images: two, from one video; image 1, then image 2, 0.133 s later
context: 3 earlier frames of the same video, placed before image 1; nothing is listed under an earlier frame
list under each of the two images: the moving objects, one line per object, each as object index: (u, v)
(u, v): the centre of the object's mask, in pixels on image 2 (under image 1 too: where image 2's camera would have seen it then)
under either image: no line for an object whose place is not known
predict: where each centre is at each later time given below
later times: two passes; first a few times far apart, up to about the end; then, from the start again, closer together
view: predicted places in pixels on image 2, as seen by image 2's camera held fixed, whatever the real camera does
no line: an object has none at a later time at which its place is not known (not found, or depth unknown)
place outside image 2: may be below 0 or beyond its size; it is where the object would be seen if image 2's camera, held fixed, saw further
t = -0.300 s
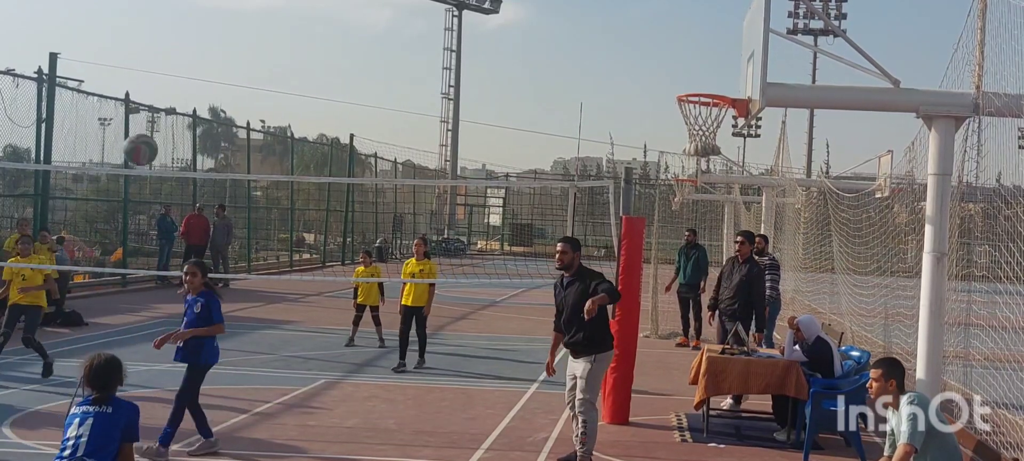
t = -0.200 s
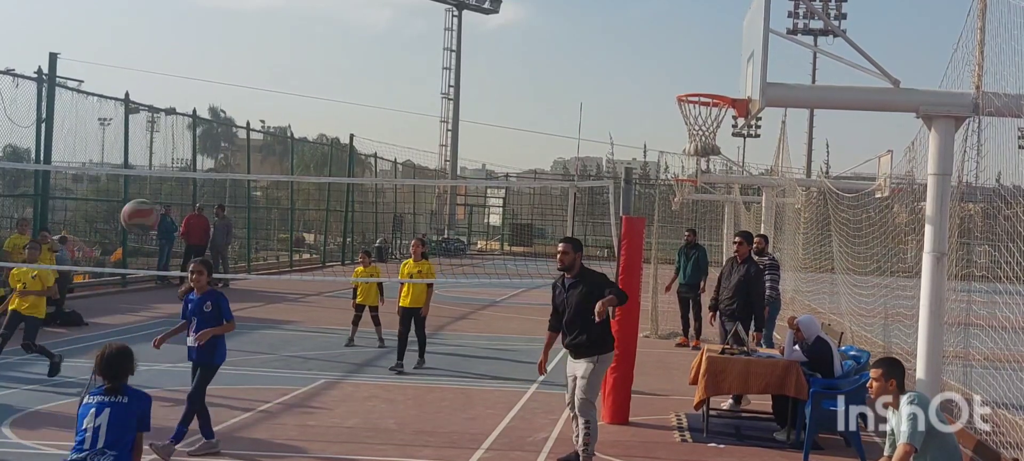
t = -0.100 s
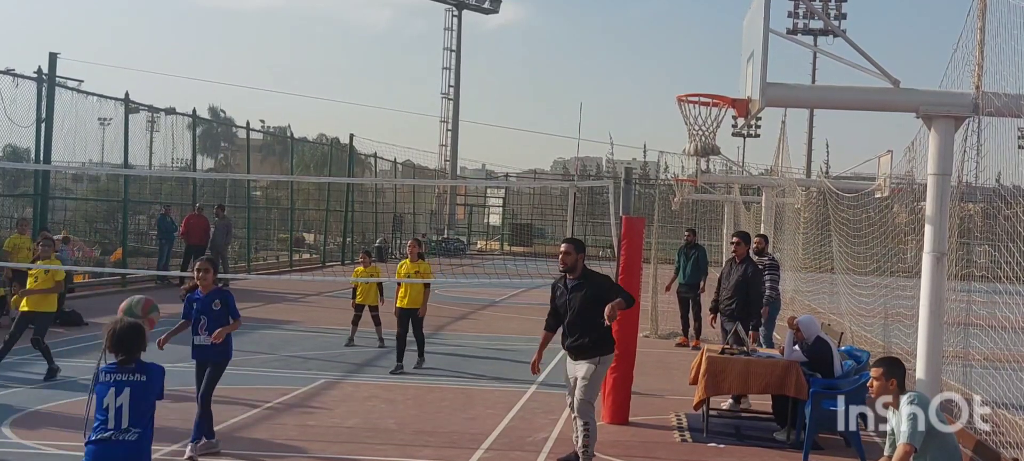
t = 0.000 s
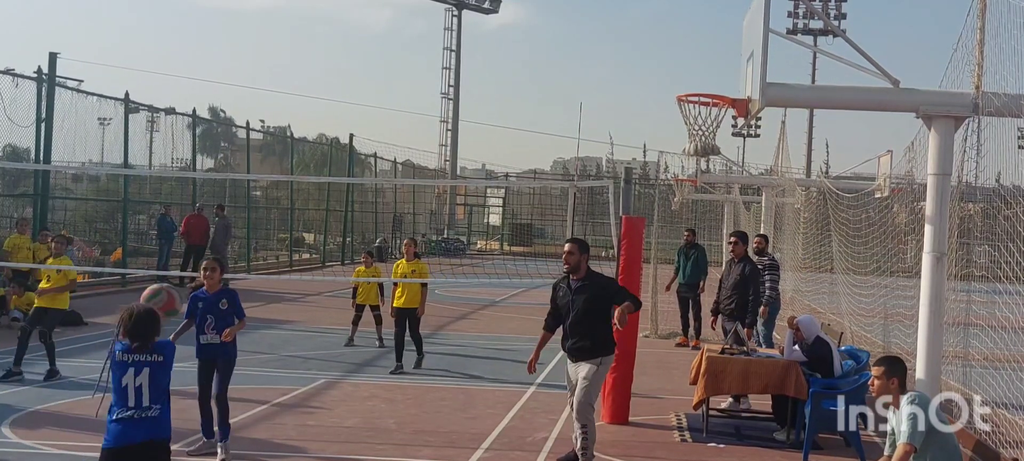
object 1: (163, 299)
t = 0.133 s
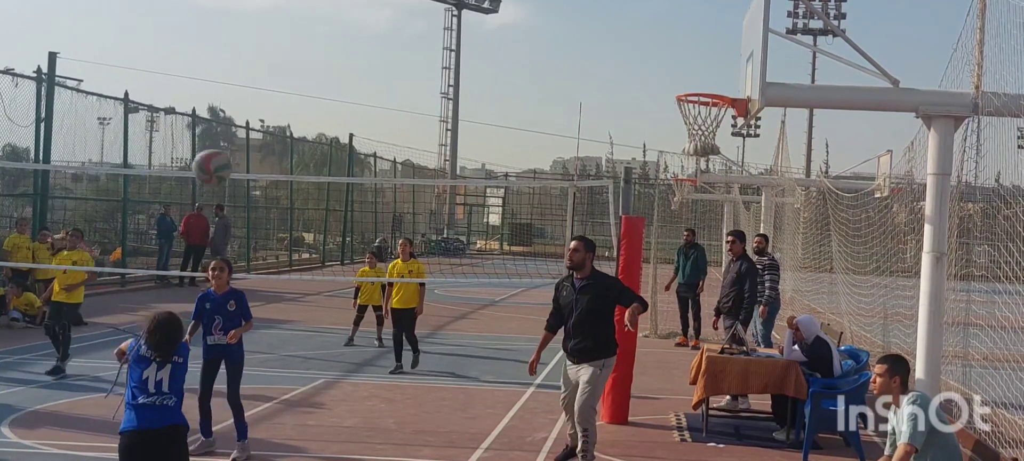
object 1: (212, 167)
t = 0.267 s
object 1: (256, 77)
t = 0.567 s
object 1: (334, 9)
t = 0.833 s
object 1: (385, 57)
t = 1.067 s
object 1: (418, 170)
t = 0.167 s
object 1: (223, 141)
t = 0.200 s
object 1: (235, 117)
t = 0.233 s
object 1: (245, 96)
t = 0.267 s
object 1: (256, 77)
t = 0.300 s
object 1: (265, 61)
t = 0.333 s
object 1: (275, 46)
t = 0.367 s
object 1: (284, 34)
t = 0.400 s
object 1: (293, 24)
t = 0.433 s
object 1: (302, 17)
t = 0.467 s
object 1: (310, 13)
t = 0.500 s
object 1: (318, 11)
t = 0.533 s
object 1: (326, 9)
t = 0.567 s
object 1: (334, 9)
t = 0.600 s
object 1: (341, 10)
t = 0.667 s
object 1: (355, 14)
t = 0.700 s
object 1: (361, 19)
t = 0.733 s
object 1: (368, 27)
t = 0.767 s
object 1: (374, 35)
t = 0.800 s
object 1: (380, 45)
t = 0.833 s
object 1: (385, 57)
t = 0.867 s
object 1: (391, 70)
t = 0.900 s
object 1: (396, 84)
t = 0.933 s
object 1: (401, 99)
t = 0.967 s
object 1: (406, 115)
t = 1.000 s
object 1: (410, 132)
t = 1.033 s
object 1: (415, 151)
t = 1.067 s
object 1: (418, 170)
